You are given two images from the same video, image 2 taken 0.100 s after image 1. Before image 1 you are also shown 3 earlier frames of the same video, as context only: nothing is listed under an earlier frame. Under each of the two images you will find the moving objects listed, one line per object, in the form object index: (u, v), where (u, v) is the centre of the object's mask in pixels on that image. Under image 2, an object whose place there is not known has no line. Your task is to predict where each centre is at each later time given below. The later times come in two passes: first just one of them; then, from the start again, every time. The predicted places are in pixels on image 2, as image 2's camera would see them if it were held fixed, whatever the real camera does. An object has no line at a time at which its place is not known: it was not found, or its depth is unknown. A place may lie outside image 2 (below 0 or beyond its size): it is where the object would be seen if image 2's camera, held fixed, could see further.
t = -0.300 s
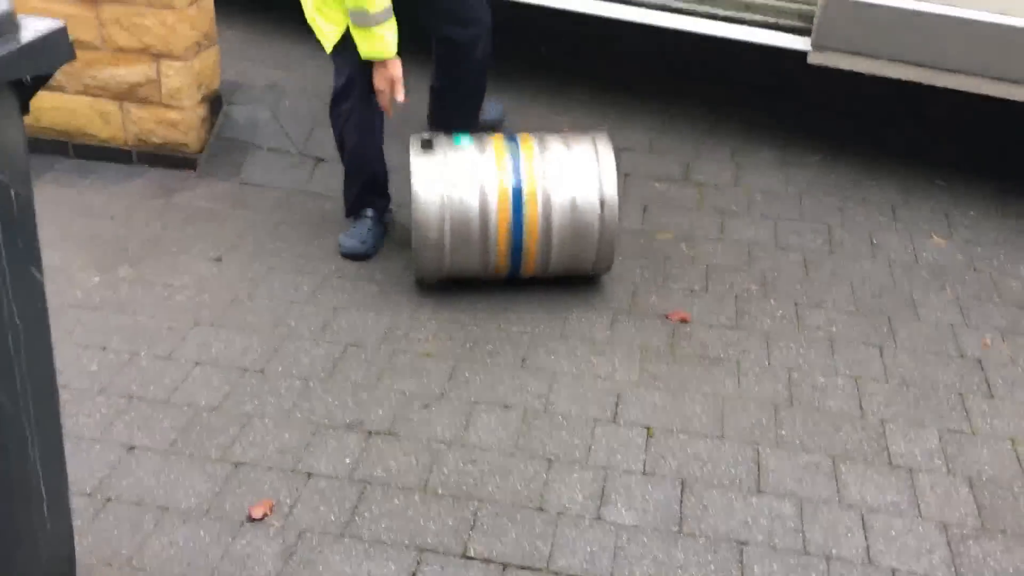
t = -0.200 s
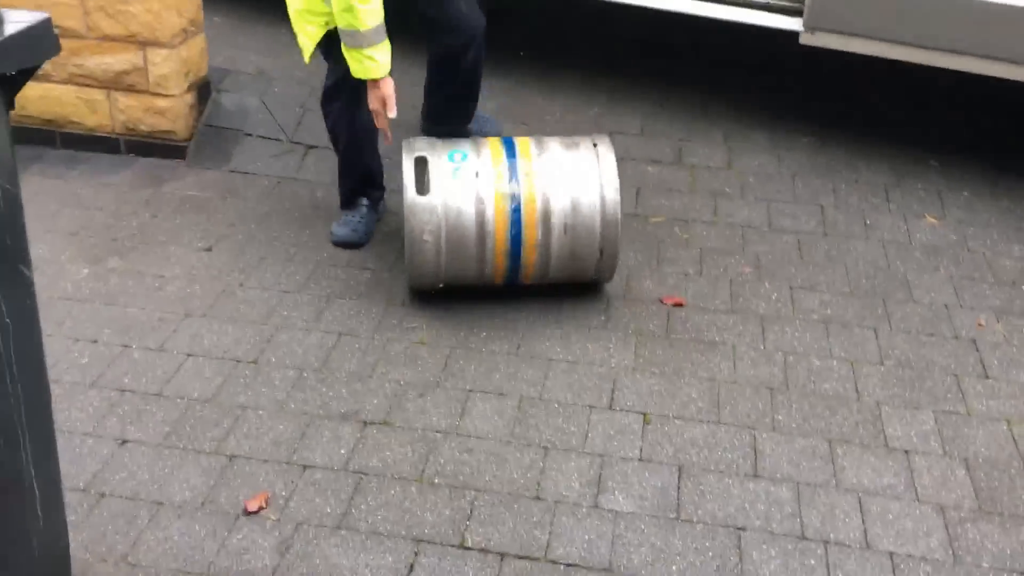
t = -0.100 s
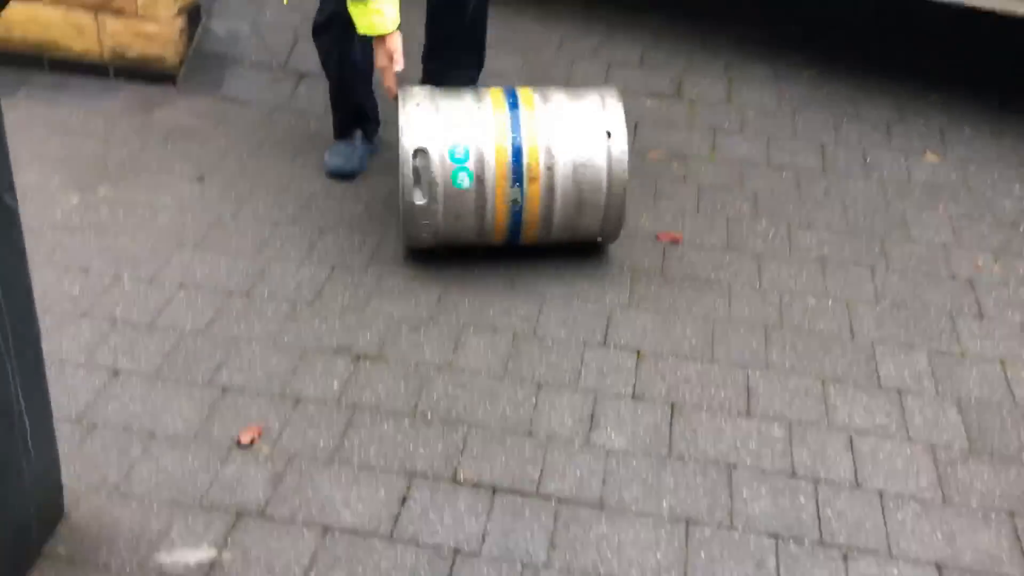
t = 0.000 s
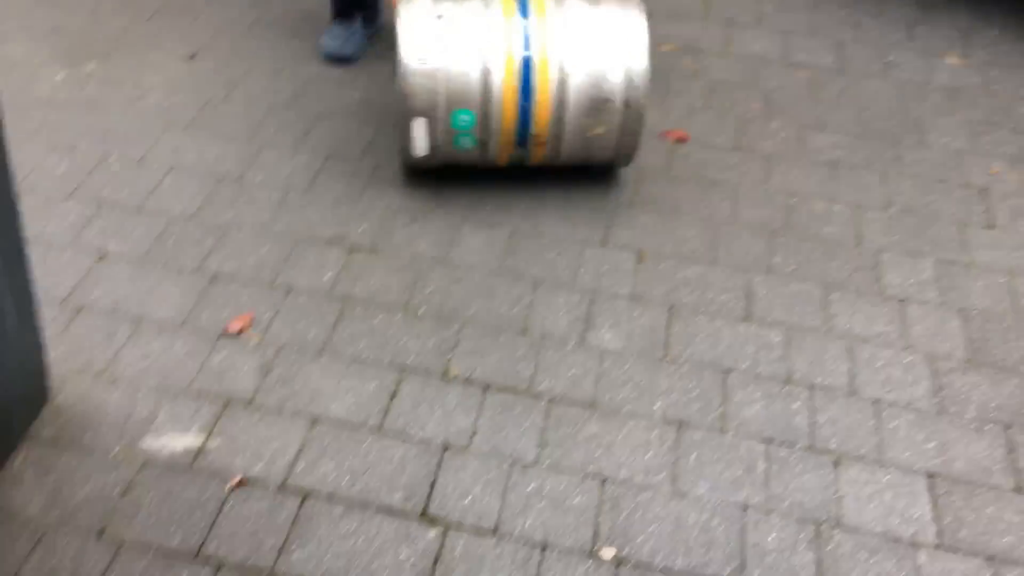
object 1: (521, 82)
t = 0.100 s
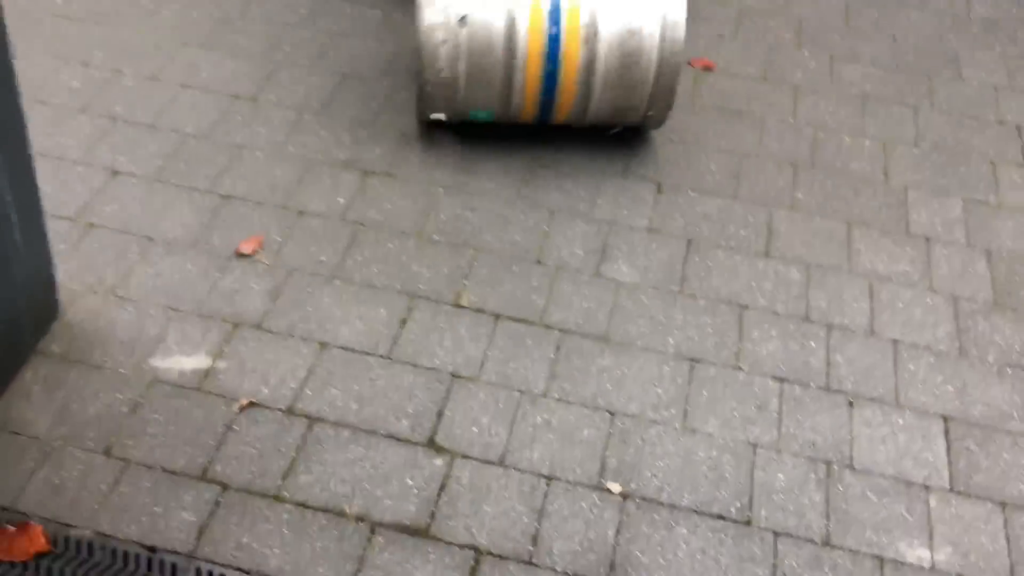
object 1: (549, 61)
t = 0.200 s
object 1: (553, 104)
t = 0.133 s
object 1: (550, 77)
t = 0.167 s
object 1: (552, 91)
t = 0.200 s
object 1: (553, 104)
